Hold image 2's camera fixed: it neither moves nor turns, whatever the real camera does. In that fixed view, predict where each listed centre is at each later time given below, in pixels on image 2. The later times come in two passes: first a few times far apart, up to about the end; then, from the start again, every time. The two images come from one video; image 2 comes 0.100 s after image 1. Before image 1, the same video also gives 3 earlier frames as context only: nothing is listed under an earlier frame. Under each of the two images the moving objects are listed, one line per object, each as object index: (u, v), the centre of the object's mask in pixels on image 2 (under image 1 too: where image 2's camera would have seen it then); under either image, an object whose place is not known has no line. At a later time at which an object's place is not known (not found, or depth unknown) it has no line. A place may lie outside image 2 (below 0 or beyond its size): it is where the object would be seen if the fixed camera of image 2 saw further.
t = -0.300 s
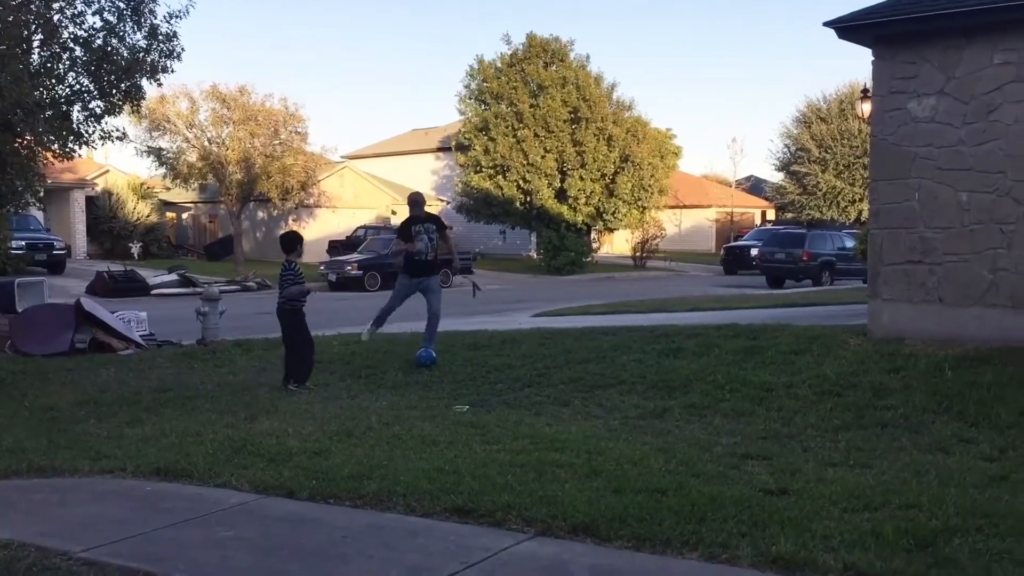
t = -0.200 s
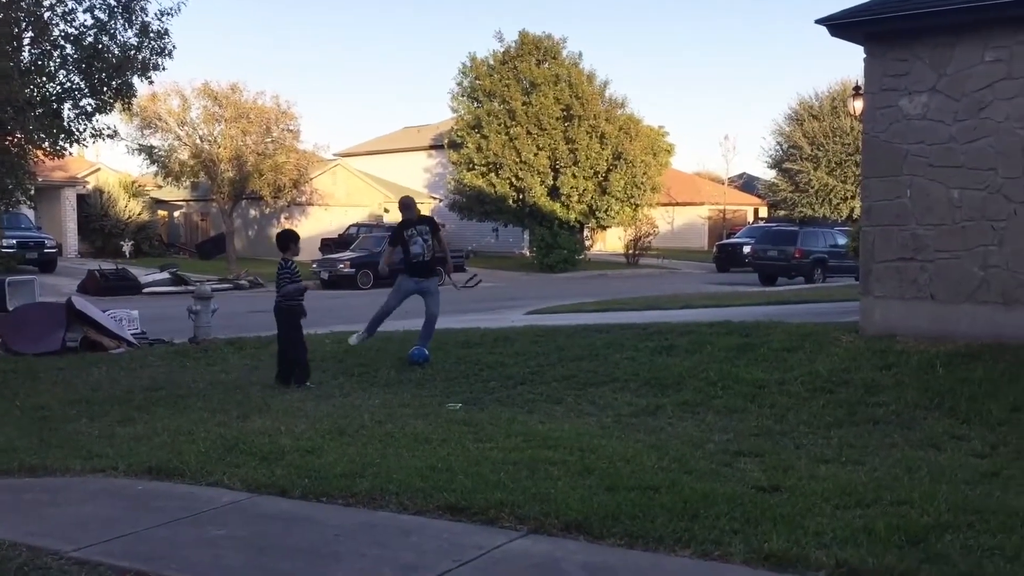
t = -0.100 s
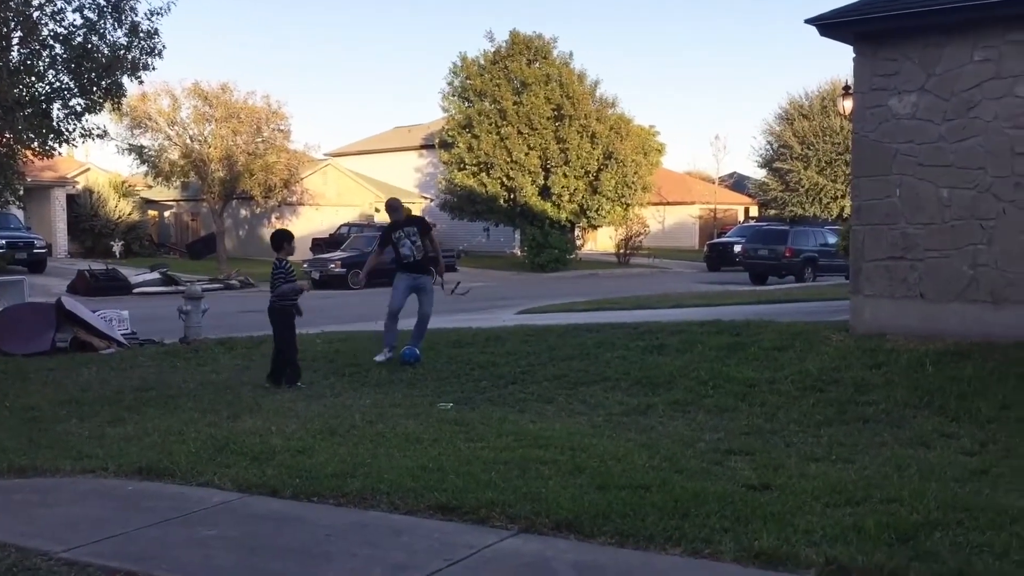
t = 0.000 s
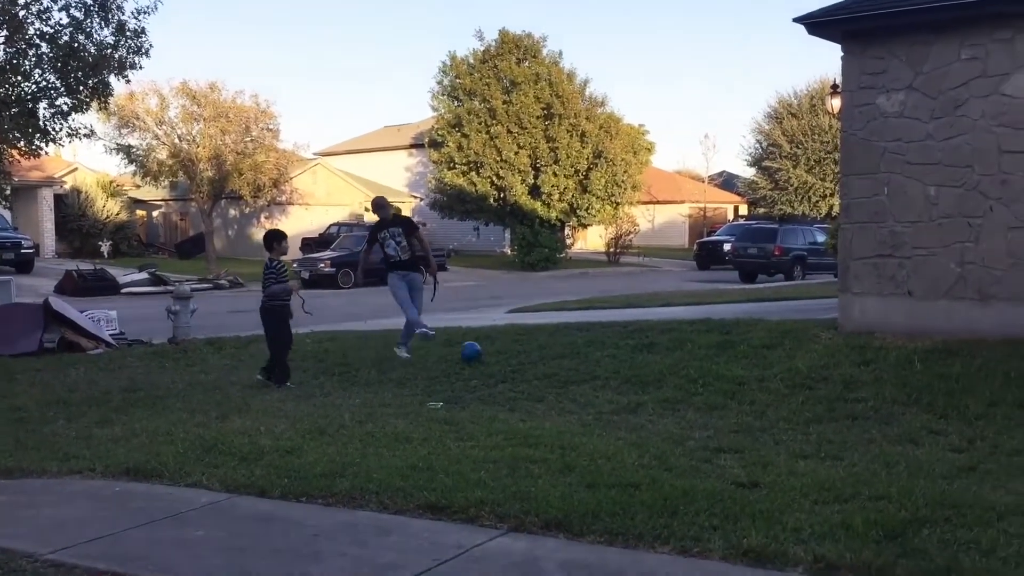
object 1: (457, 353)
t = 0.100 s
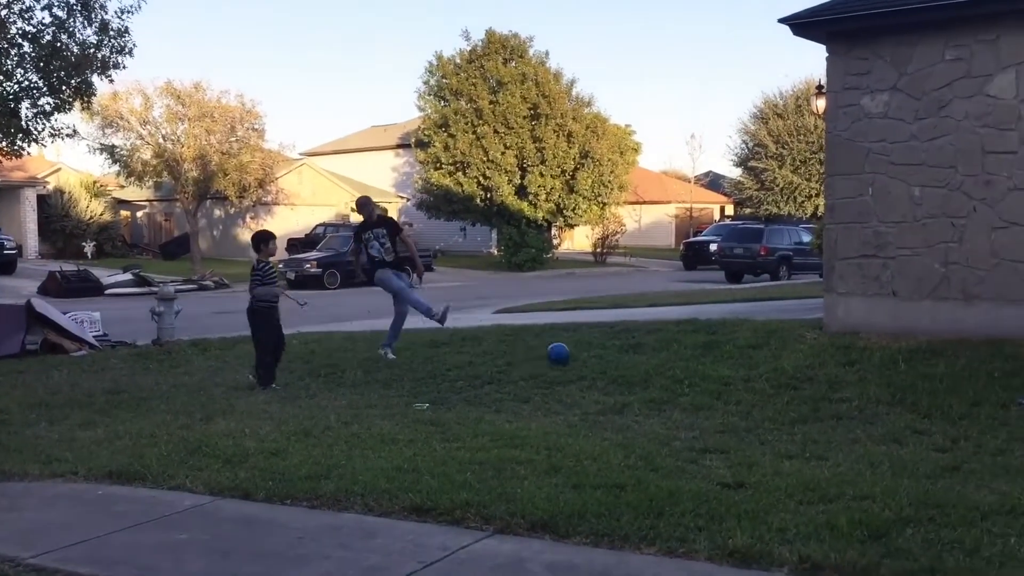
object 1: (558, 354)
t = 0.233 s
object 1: (686, 349)
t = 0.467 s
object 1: (906, 352)
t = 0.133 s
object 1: (592, 354)
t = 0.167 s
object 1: (623, 351)
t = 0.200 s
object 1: (654, 349)
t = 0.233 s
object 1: (686, 349)
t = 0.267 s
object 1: (719, 349)
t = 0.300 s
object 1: (752, 351)
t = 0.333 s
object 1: (786, 352)
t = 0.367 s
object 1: (818, 353)
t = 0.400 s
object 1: (847, 352)
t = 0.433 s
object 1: (877, 352)
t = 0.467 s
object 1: (906, 352)
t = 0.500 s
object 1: (936, 353)
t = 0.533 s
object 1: (966, 352)
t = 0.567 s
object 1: (995, 352)
